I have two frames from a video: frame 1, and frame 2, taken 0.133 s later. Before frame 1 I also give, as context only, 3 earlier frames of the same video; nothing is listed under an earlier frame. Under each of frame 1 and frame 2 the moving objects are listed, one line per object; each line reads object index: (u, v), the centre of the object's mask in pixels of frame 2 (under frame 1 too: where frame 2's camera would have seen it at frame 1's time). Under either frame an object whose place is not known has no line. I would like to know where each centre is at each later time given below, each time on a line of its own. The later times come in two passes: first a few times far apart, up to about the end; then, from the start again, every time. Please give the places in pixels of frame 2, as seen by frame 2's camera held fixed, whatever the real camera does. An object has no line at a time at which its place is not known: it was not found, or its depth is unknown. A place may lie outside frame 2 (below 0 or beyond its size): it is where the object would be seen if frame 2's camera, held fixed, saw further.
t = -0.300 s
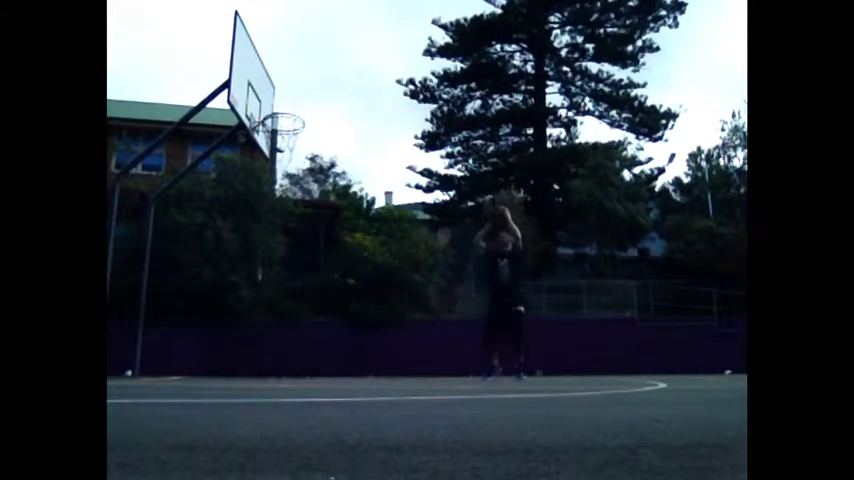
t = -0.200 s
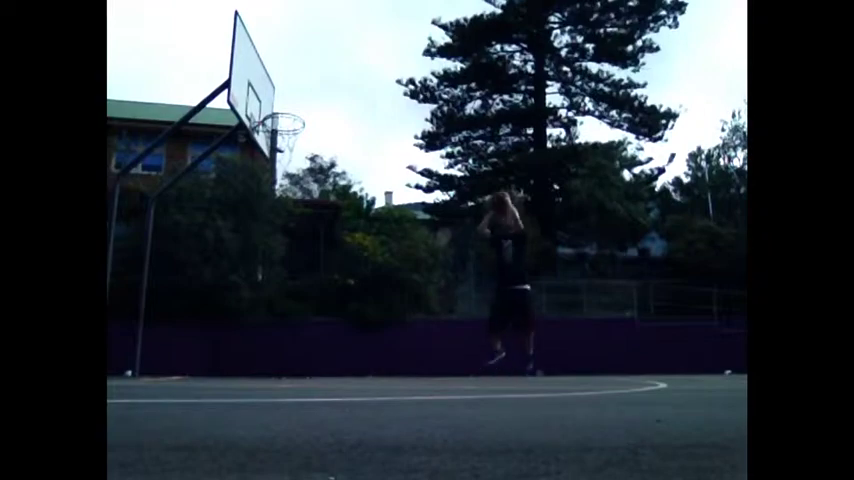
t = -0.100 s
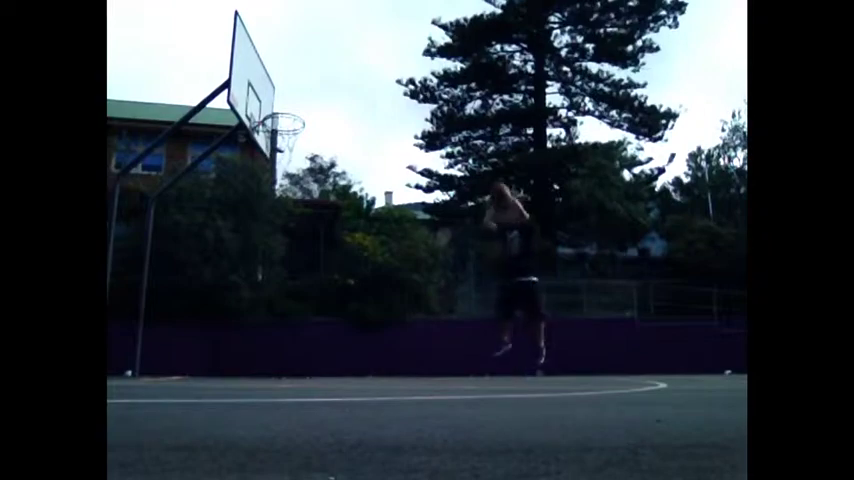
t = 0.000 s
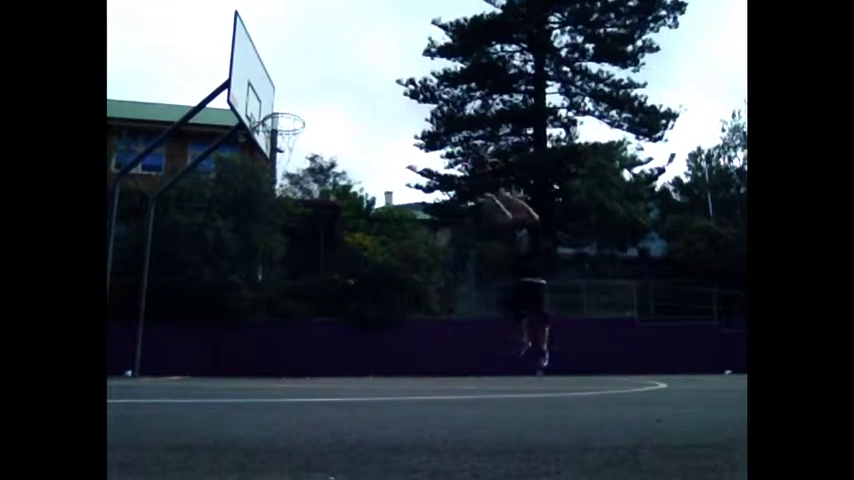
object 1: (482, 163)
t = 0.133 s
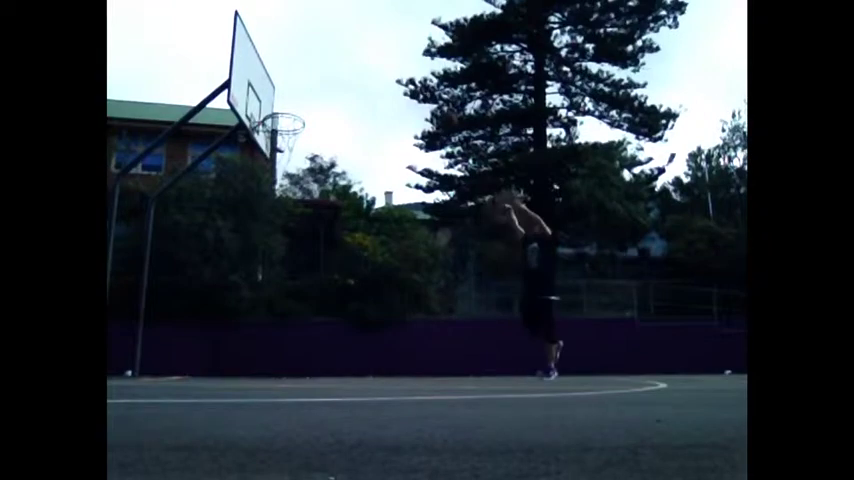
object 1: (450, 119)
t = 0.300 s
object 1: (406, 91)
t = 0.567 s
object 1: (343, 87)
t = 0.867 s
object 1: (274, 126)
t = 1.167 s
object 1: (295, 145)
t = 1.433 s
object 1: (300, 192)
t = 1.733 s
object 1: (312, 330)
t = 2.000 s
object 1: (311, 270)
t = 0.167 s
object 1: (439, 113)
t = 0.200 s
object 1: (429, 106)
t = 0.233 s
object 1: (422, 101)
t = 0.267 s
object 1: (414, 96)
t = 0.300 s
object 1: (406, 91)
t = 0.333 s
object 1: (398, 88)
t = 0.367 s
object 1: (390, 85)
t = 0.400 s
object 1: (382, 83)
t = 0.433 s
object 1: (374, 82)
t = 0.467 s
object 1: (366, 82)
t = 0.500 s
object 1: (358, 83)
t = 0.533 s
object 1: (351, 84)
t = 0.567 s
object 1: (343, 87)
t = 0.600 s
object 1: (335, 90)
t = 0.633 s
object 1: (327, 94)
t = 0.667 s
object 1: (318, 99)
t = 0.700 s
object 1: (310, 105)
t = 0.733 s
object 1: (302, 112)
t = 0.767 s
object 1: (294, 116)
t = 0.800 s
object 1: (287, 119)
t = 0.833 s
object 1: (280, 123)
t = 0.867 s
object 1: (274, 126)
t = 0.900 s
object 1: (278, 130)
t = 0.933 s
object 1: (281, 134)
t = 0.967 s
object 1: (286, 139)
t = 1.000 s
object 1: (289, 142)
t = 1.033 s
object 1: (291, 142)
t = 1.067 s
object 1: (292, 142)
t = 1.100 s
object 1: (293, 142)
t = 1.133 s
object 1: (294, 143)
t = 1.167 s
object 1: (295, 145)
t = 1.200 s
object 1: (296, 148)
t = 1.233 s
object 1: (297, 152)
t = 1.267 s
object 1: (298, 156)
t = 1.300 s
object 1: (298, 162)
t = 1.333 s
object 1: (299, 169)
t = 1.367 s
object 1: (300, 177)
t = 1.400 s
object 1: (300, 185)
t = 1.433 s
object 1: (300, 192)
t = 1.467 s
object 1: (308, 204)
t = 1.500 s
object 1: (306, 215)
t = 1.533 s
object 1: (308, 227)
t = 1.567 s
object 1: (309, 242)
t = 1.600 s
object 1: (309, 256)
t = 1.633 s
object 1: (310, 272)
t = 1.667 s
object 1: (311, 292)
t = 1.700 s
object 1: (311, 311)
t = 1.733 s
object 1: (312, 330)
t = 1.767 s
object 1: (313, 352)
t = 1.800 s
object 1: (312, 359)
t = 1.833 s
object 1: (313, 342)
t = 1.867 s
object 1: (313, 325)
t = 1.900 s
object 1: (312, 310)
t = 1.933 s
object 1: (311, 296)
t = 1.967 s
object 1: (311, 282)
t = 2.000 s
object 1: (311, 270)
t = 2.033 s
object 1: (311, 259)
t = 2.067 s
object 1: (310, 248)
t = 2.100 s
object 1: (310, 239)
